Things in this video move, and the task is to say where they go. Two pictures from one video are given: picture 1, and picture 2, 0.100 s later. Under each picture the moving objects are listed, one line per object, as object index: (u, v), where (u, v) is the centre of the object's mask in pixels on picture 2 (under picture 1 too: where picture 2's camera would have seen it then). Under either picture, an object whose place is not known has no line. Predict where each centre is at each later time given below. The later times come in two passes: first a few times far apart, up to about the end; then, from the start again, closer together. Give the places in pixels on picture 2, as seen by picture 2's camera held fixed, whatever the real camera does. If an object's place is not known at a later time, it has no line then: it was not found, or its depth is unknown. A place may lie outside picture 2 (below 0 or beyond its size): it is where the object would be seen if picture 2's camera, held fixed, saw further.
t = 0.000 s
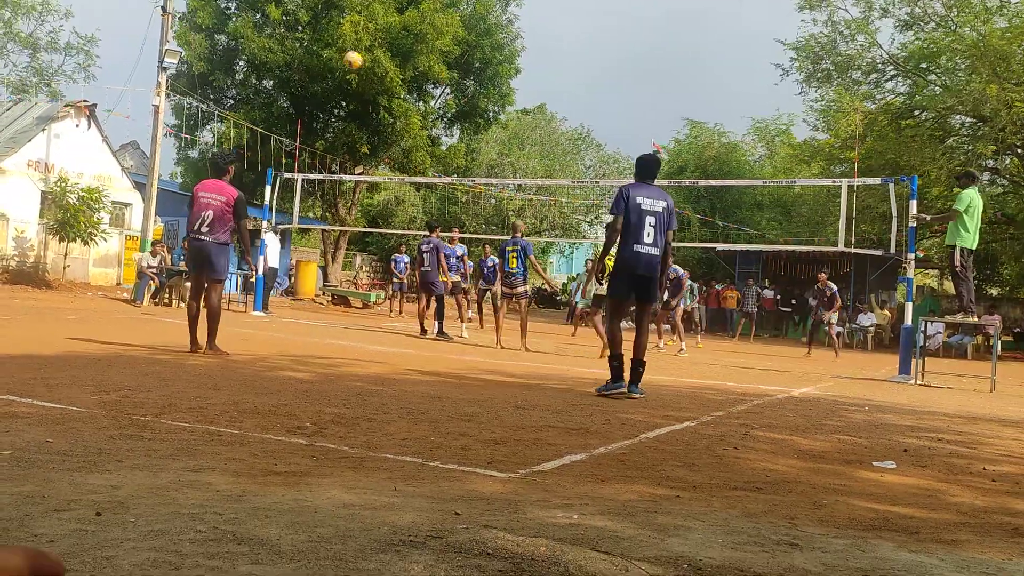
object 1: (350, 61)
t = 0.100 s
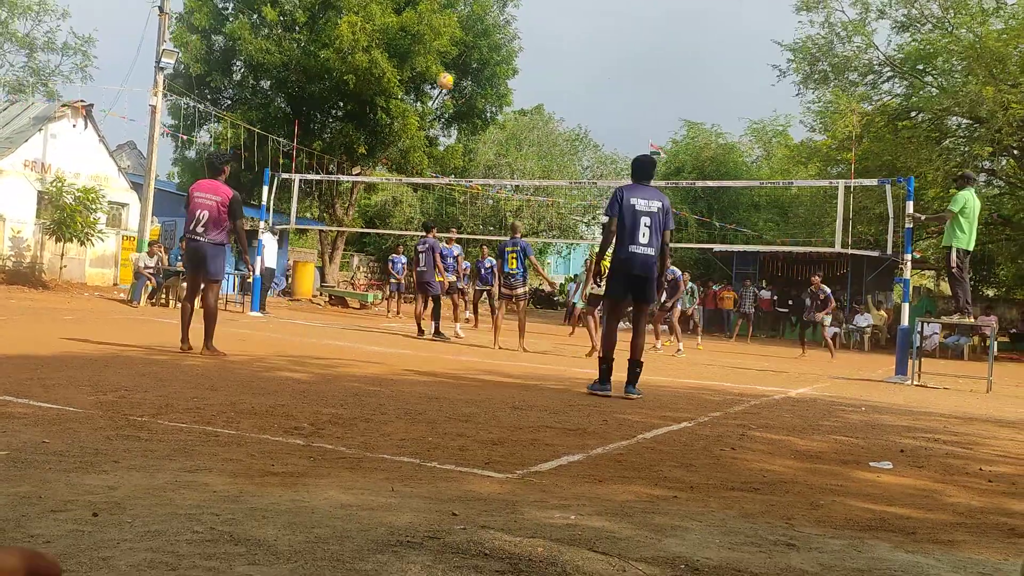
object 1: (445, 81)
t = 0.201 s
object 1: (526, 106)
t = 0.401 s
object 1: (664, 162)
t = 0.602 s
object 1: (771, 228)
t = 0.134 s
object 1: (473, 89)
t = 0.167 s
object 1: (502, 97)
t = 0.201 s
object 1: (526, 106)
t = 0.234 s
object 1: (552, 114)
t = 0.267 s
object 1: (576, 123)
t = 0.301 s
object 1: (598, 133)
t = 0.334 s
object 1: (620, 142)
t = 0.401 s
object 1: (664, 162)
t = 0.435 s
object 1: (682, 172)
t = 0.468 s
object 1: (702, 178)
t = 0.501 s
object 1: (720, 194)
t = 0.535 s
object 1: (738, 204)
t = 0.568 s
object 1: (755, 216)
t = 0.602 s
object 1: (771, 228)
